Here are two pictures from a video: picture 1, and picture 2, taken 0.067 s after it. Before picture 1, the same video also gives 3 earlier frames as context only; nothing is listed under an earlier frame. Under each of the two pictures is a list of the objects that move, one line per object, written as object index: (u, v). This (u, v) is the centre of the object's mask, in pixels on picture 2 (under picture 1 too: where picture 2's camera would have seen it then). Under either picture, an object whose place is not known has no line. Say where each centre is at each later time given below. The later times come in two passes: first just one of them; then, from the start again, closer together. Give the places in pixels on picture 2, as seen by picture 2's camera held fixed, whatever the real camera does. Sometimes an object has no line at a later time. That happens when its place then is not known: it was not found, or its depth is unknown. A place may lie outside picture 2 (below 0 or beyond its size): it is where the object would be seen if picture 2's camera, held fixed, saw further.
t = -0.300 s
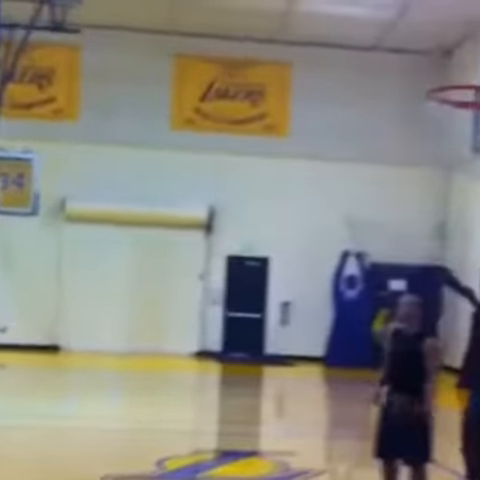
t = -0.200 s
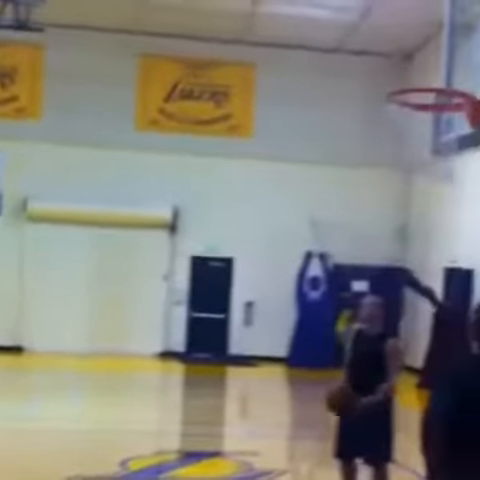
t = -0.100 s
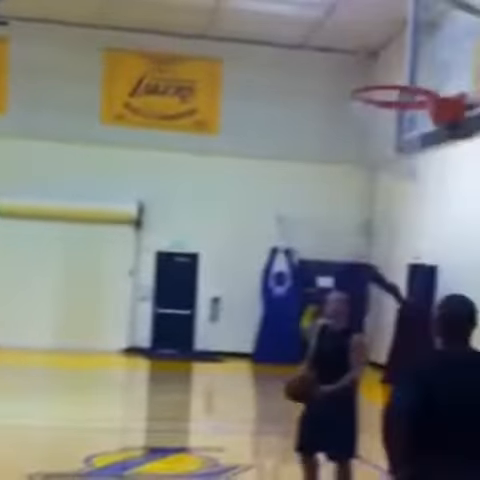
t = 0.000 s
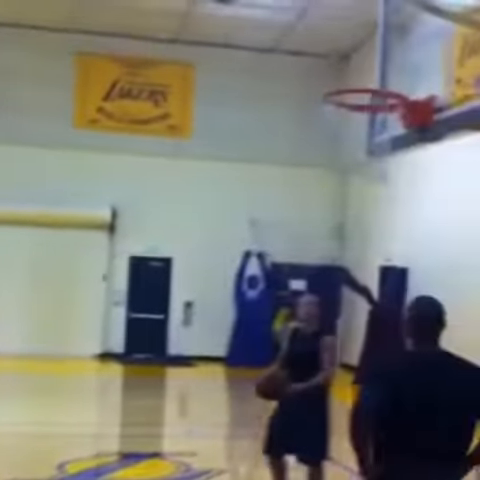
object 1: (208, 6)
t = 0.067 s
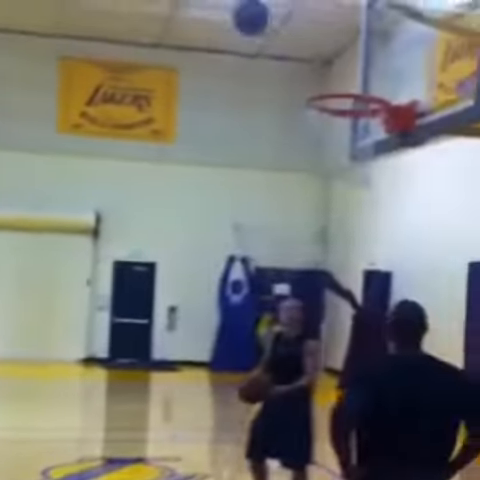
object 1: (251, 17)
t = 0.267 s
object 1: (367, 129)
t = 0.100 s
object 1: (273, 33)
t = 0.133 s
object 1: (295, 52)
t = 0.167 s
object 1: (318, 74)
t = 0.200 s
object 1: (341, 97)
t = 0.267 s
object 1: (367, 129)
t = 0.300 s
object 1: (371, 141)
